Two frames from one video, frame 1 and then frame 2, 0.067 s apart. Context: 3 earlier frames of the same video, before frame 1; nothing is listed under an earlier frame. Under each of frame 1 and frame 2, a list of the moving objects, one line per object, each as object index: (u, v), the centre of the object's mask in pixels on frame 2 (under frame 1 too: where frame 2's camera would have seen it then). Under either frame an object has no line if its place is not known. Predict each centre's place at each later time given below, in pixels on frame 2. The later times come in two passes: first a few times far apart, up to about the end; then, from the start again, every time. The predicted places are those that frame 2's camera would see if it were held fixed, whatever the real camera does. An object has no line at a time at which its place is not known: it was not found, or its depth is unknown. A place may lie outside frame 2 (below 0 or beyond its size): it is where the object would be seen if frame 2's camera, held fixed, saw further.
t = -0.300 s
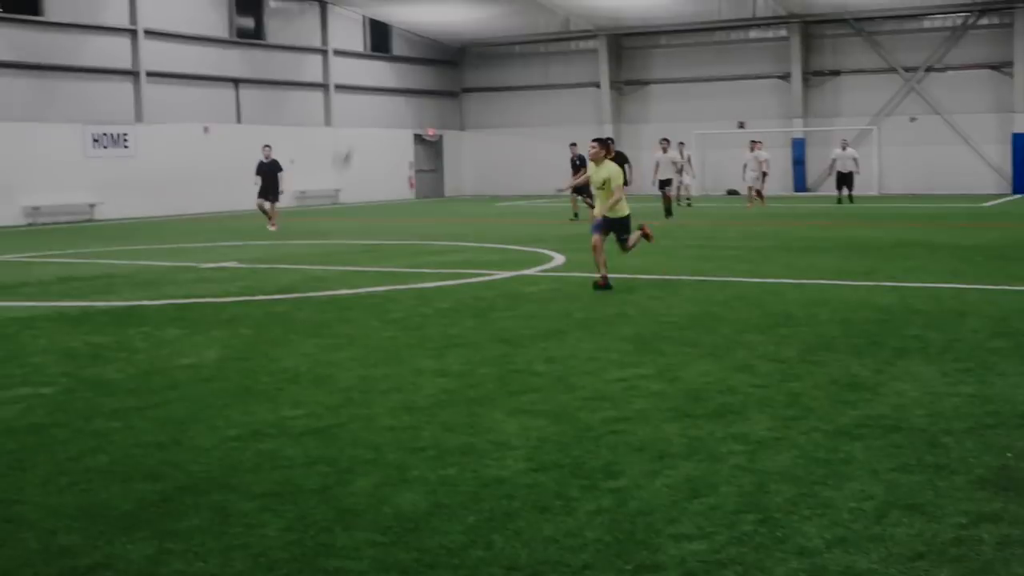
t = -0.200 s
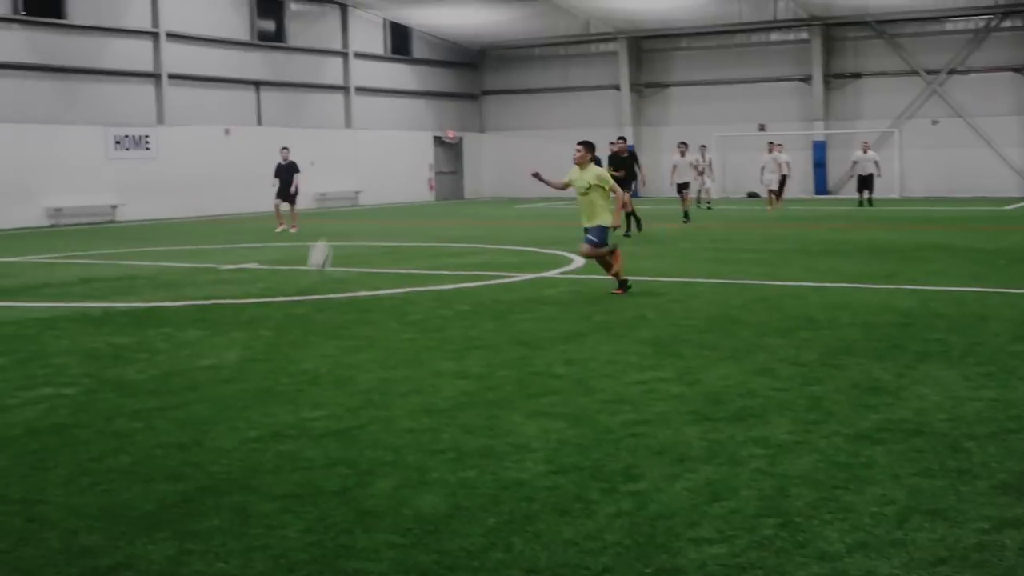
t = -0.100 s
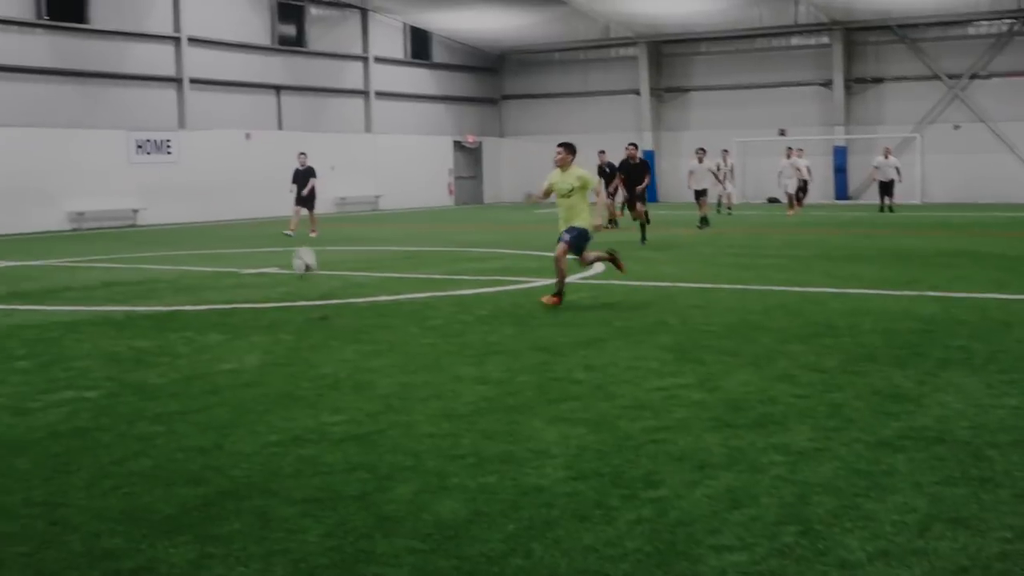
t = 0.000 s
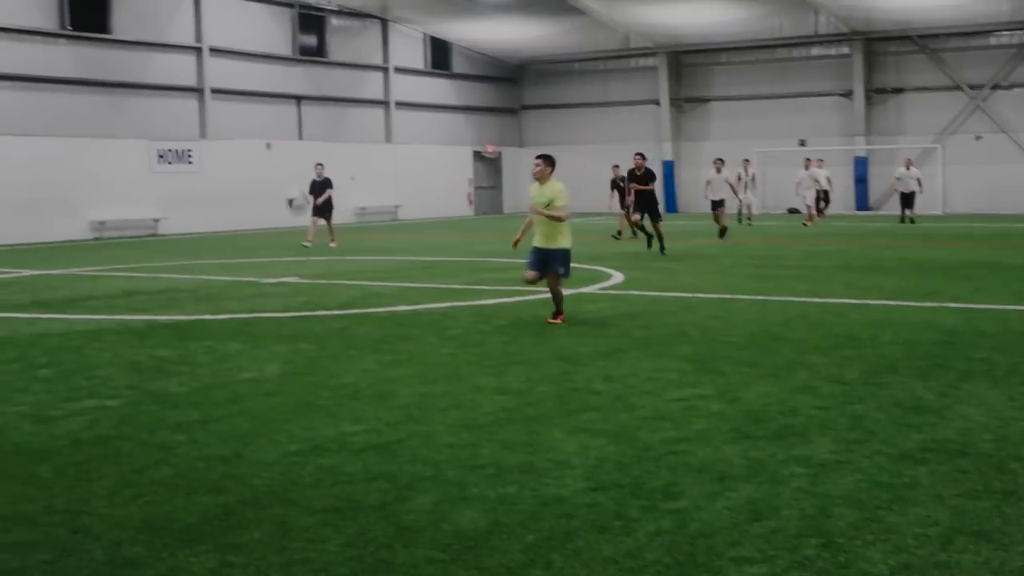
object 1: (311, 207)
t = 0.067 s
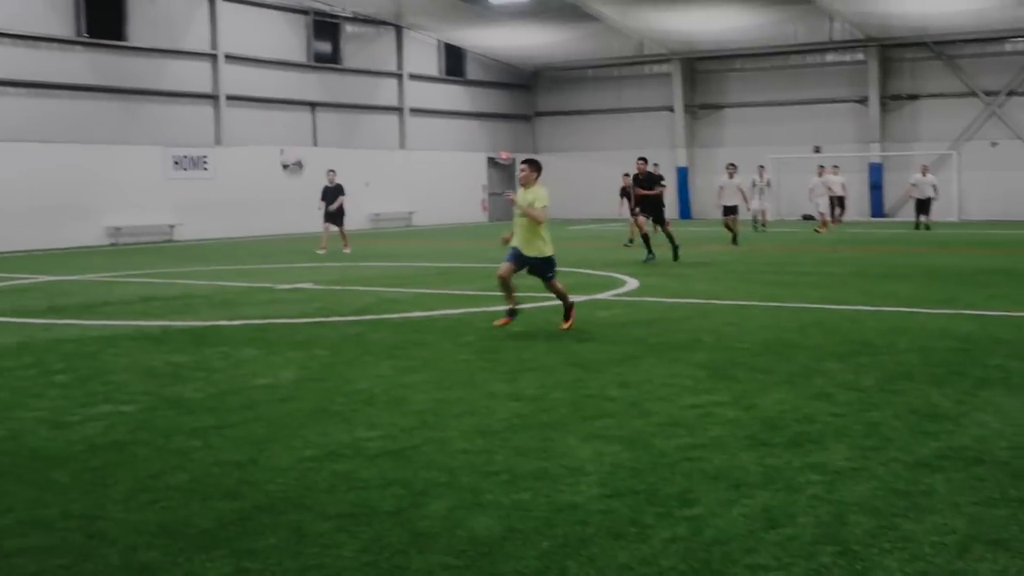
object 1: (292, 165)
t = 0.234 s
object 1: (245, 69)
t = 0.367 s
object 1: (203, 15)
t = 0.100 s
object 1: (283, 142)
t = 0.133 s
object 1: (275, 122)
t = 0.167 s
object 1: (264, 104)
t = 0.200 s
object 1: (255, 87)
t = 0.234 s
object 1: (245, 69)
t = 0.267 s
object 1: (234, 55)
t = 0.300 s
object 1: (223, 40)
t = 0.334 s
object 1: (214, 28)
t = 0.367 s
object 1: (203, 15)
